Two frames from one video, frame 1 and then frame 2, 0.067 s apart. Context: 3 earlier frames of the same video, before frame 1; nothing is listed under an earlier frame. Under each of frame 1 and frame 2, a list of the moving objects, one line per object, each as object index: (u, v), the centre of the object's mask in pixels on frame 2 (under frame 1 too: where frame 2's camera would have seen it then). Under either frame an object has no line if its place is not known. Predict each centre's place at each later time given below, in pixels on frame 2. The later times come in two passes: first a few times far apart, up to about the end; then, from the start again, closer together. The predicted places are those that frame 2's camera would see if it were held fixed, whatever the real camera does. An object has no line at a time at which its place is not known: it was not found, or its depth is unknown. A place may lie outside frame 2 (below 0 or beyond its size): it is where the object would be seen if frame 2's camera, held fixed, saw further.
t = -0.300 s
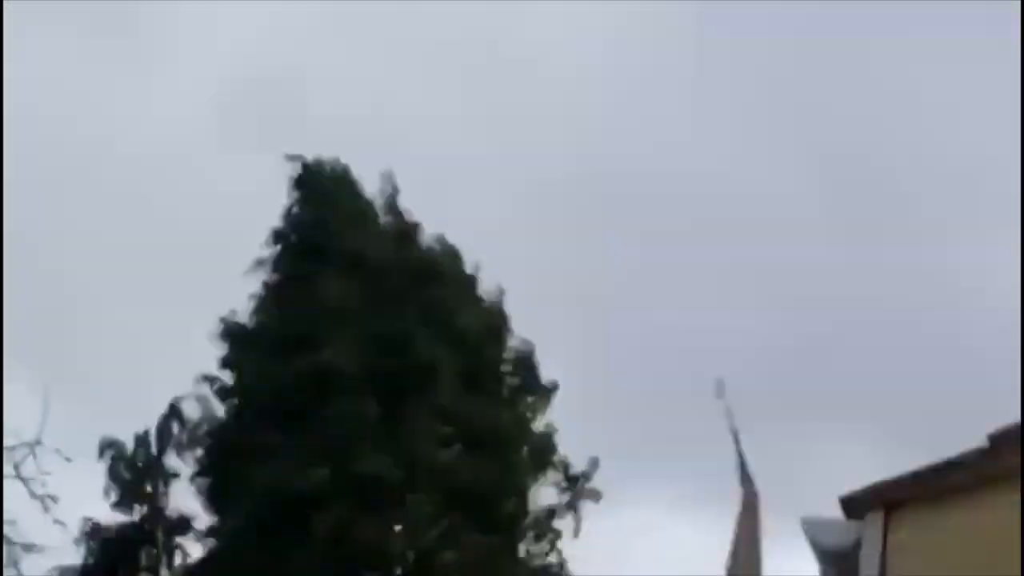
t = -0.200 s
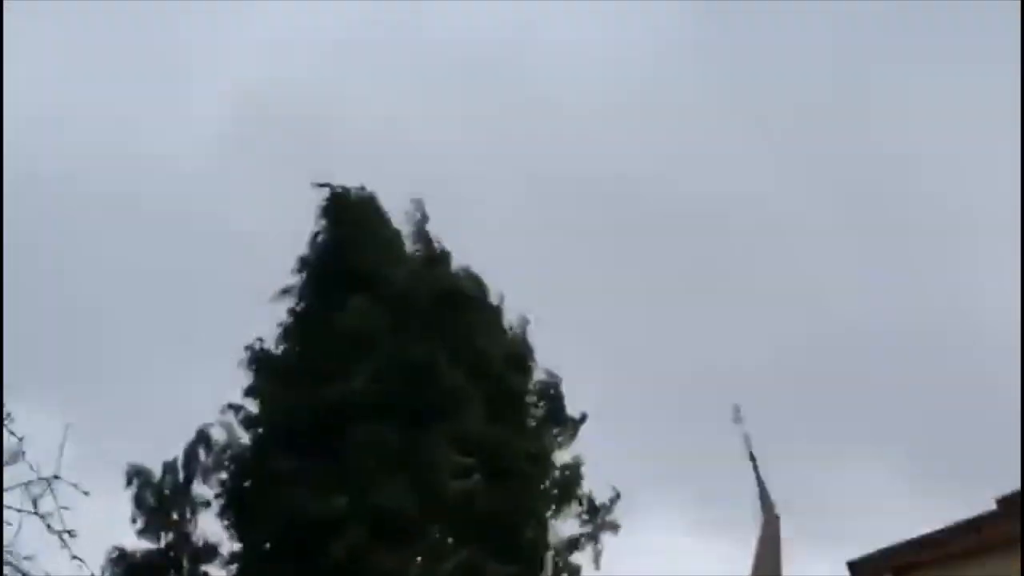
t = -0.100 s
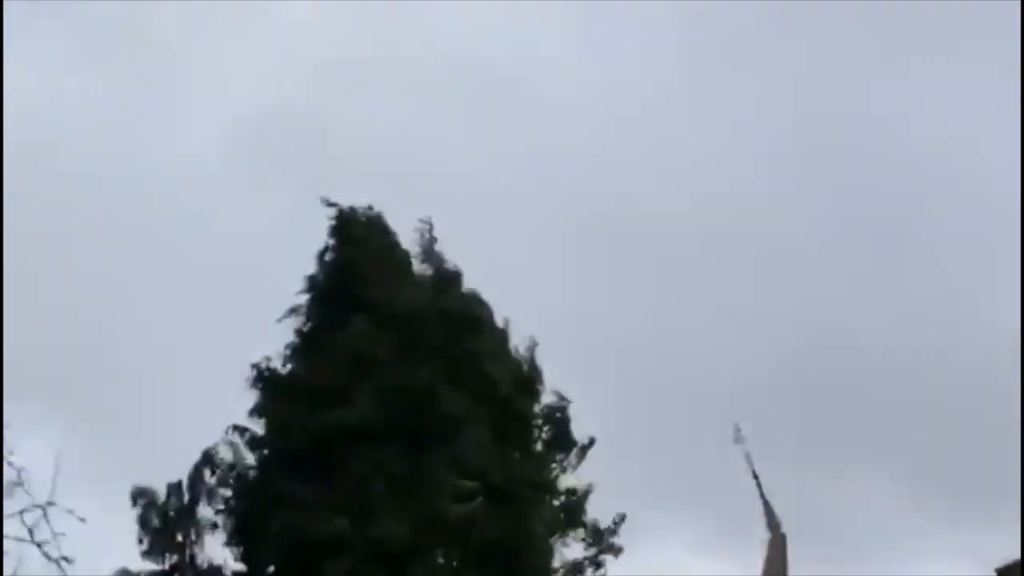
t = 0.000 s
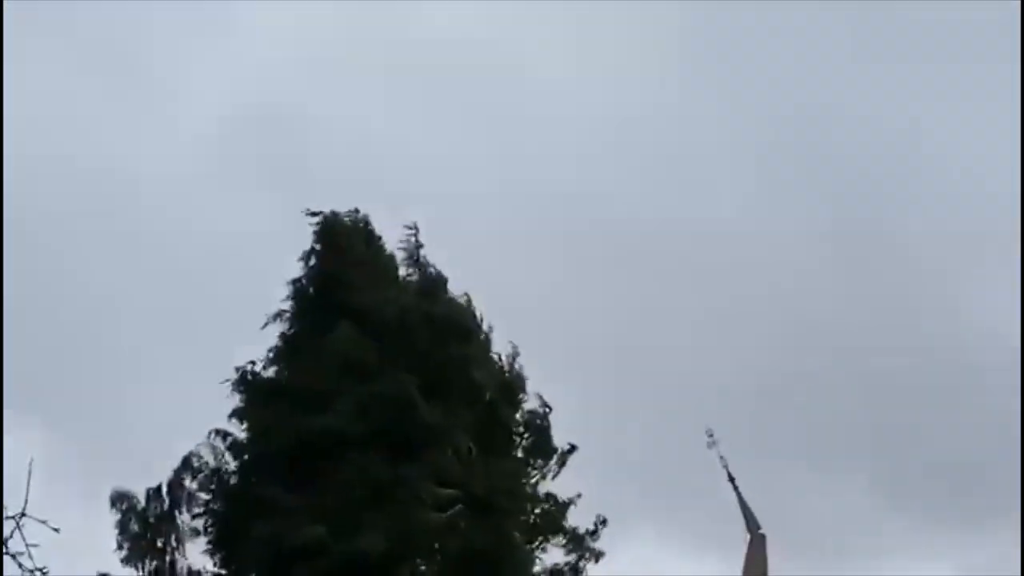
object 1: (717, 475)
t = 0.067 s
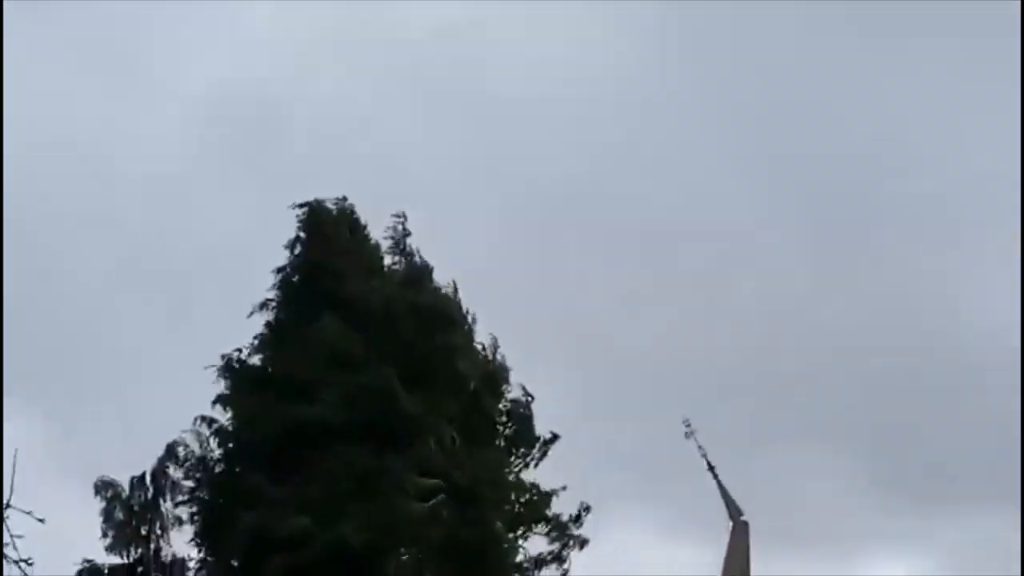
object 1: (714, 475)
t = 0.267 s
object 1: (701, 479)
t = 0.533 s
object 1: (686, 495)
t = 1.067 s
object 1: (662, 576)
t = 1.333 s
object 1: (656, 638)
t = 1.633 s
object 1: (655, 704)
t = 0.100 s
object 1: (713, 475)
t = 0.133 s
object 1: (712, 477)
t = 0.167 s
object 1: (710, 478)
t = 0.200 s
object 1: (708, 479)
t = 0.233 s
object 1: (704, 478)
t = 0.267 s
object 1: (701, 479)
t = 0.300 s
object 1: (699, 481)
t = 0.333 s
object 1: (697, 482)
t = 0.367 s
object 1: (696, 484)
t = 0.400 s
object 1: (694, 487)
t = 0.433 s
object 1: (694, 490)
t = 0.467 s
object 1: (690, 490)
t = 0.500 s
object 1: (687, 493)
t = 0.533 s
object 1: (686, 495)
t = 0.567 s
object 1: (682, 498)
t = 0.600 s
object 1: (679, 501)
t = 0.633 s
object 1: (675, 505)
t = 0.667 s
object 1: (674, 509)
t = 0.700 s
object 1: (674, 513)
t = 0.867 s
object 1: (670, 541)
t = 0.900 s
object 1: (667, 547)
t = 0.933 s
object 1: (667, 552)
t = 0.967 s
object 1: (665, 557)
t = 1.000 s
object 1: (664, 563)
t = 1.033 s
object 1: (663, 570)
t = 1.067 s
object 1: (662, 576)
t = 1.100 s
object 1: (660, 584)
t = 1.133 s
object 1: (660, 590)
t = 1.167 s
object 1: (661, 597)
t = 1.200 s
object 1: (658, 606)
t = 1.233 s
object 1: (656, 615)
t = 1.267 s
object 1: (656, 623)
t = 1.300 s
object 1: (654, 634)
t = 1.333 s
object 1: (656, 638)
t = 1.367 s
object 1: (658, 641)
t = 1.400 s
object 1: (663, 641)
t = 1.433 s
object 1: (662, 648)
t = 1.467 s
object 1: (657, 667)
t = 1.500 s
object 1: (655, 679)
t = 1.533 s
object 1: (655, 688)
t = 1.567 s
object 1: (655, 694)
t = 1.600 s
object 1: (655, 700)
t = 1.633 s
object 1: (655, 704)
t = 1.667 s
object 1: (654, 711)
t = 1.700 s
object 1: (653, 716)
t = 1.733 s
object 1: (651, 734)
